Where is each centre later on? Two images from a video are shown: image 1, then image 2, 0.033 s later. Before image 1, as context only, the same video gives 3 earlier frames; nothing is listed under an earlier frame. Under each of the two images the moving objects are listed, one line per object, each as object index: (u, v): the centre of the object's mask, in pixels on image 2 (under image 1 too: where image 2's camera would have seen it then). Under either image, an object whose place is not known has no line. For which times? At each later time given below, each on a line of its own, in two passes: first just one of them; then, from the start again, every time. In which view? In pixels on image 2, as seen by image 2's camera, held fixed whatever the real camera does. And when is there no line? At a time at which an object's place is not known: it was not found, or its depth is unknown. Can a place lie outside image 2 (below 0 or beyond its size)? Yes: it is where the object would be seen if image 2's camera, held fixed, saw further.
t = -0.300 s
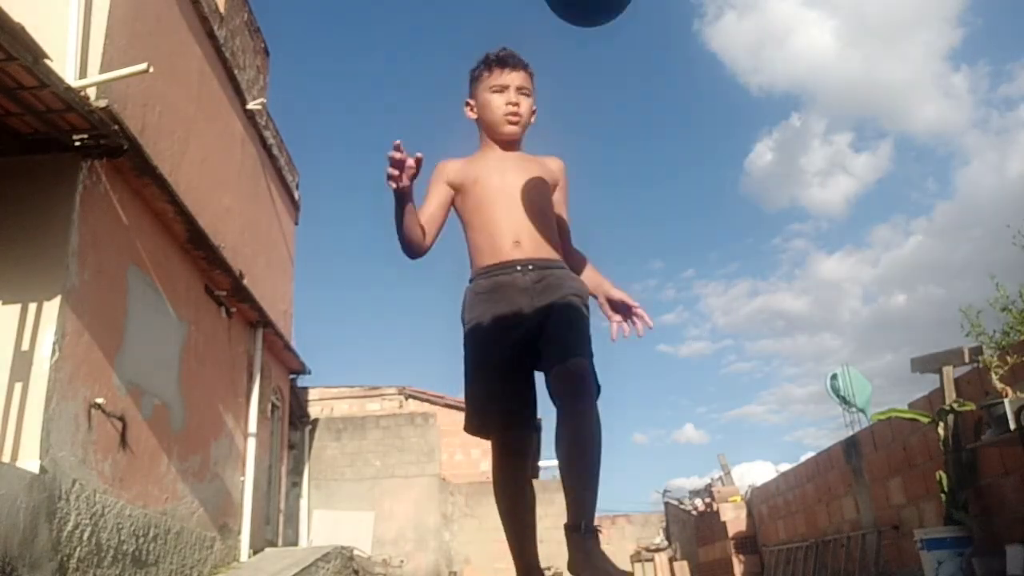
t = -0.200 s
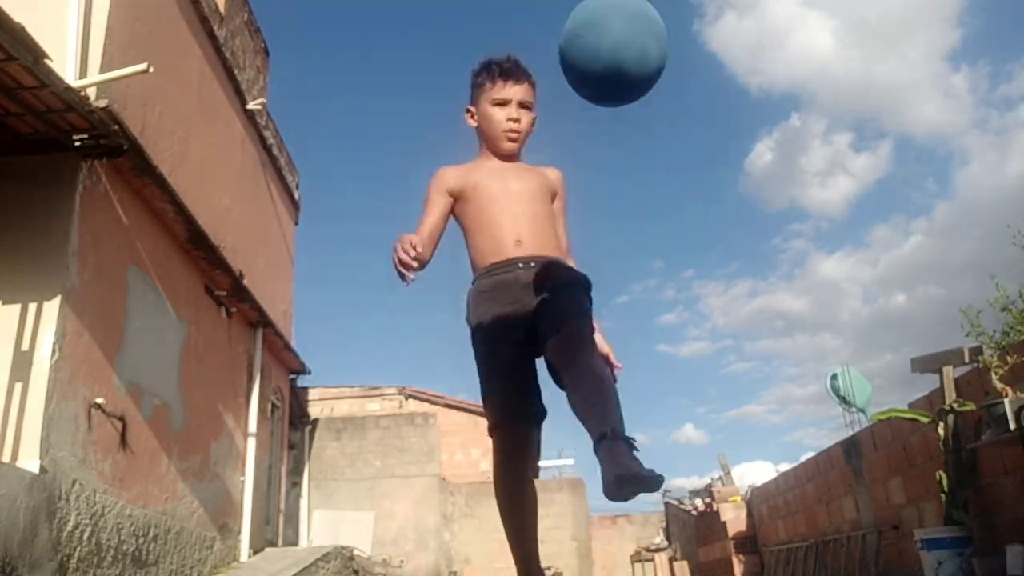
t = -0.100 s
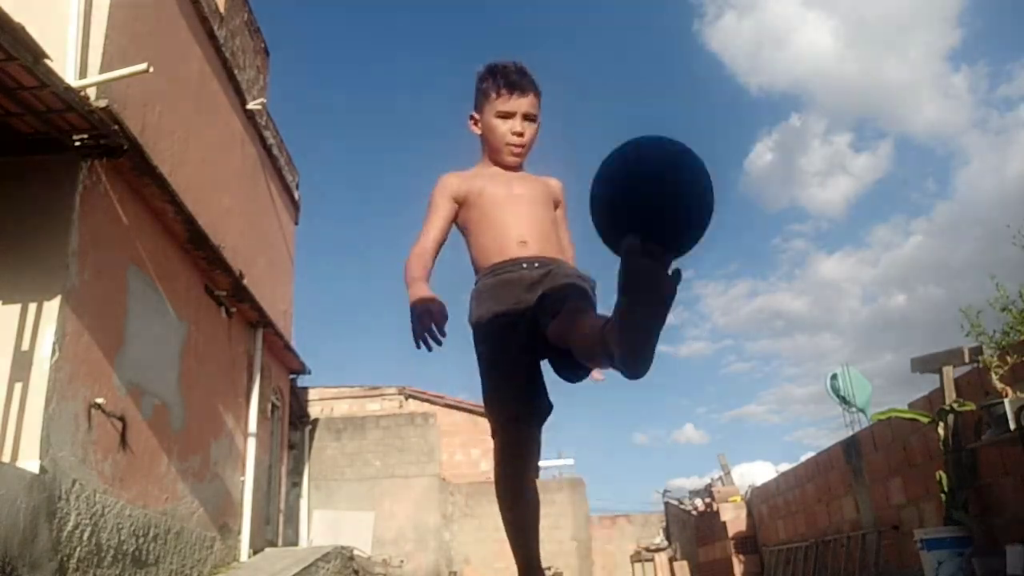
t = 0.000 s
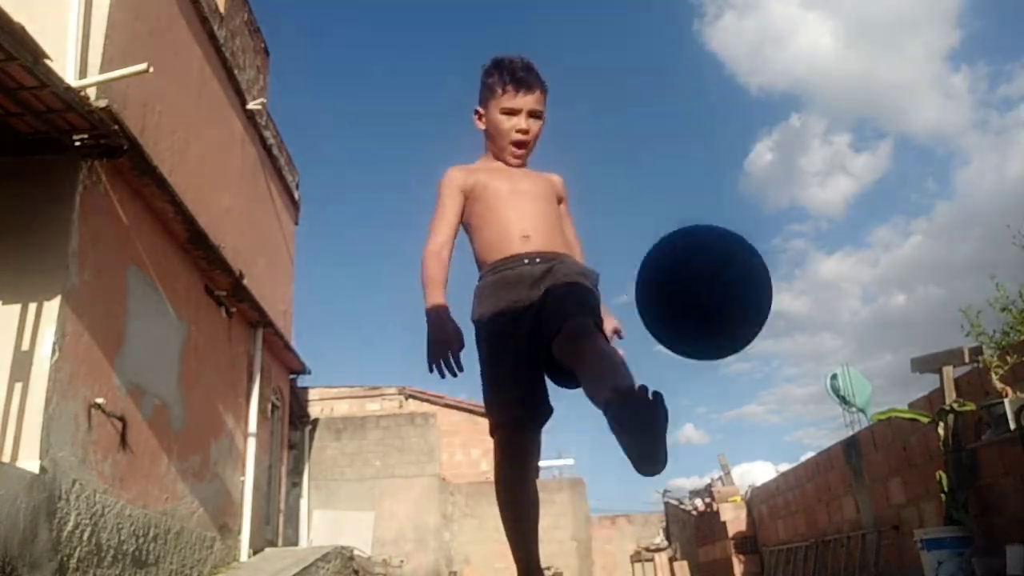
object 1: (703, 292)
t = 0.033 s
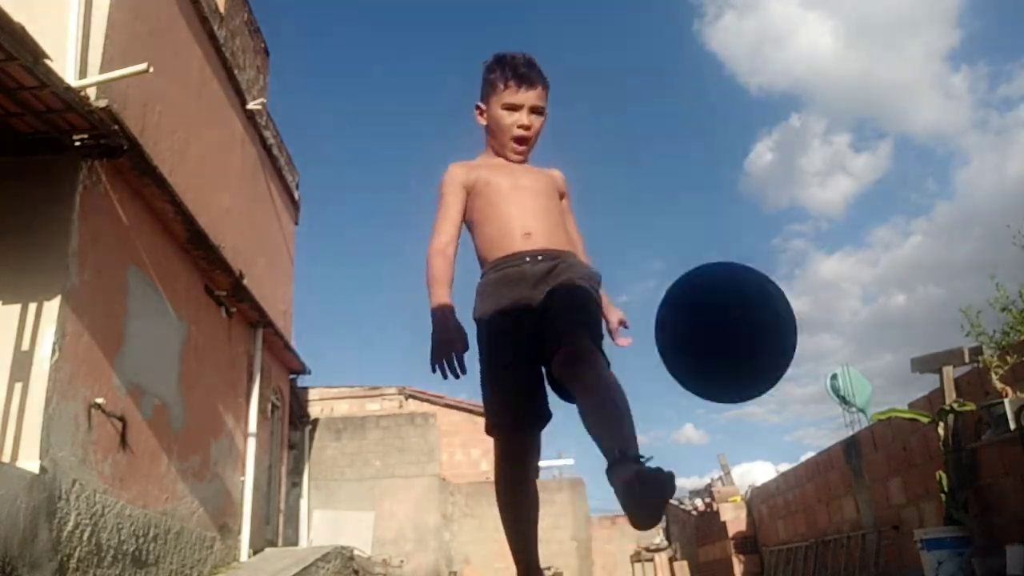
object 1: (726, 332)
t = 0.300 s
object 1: (862, 389)
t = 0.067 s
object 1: (751, 384)
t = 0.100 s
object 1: (781, 449)
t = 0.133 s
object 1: (814, 517)
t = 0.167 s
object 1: (833, 522)
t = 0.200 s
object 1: (838, 483)
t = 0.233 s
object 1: (844, 442)
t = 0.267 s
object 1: (852, 412)
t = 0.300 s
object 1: (862, 389)
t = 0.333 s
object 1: (873, 375)
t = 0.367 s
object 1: (886, 369)
